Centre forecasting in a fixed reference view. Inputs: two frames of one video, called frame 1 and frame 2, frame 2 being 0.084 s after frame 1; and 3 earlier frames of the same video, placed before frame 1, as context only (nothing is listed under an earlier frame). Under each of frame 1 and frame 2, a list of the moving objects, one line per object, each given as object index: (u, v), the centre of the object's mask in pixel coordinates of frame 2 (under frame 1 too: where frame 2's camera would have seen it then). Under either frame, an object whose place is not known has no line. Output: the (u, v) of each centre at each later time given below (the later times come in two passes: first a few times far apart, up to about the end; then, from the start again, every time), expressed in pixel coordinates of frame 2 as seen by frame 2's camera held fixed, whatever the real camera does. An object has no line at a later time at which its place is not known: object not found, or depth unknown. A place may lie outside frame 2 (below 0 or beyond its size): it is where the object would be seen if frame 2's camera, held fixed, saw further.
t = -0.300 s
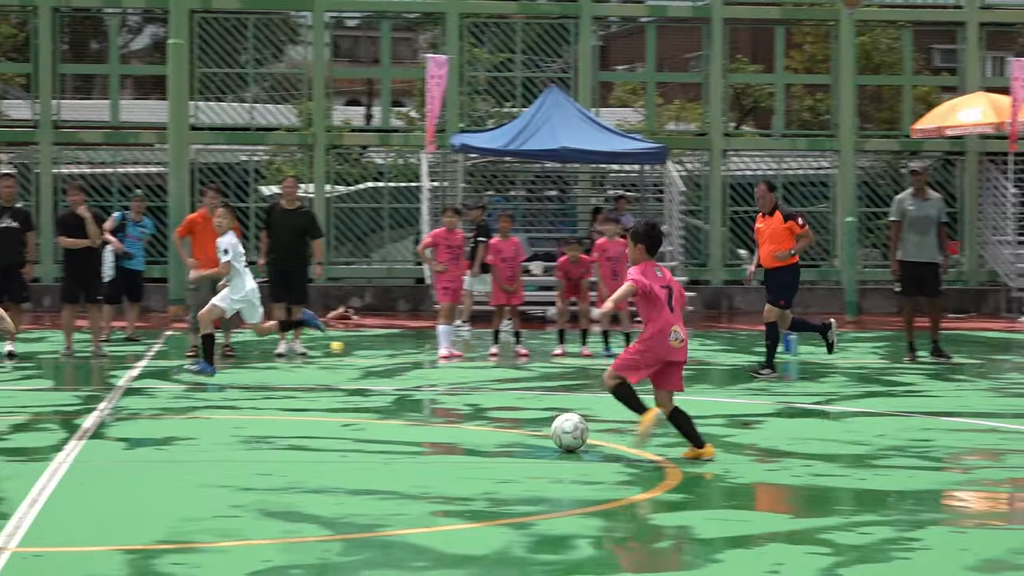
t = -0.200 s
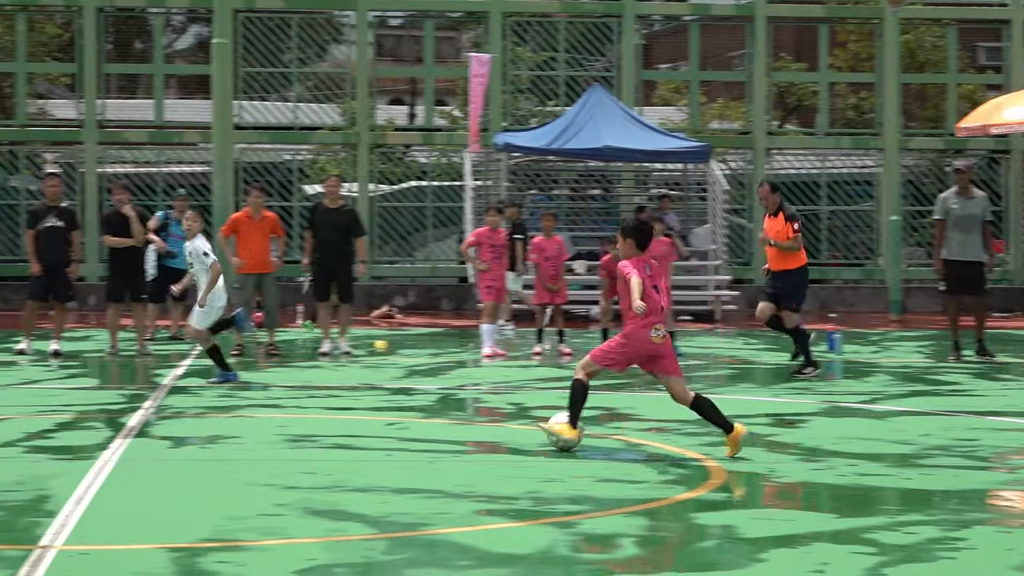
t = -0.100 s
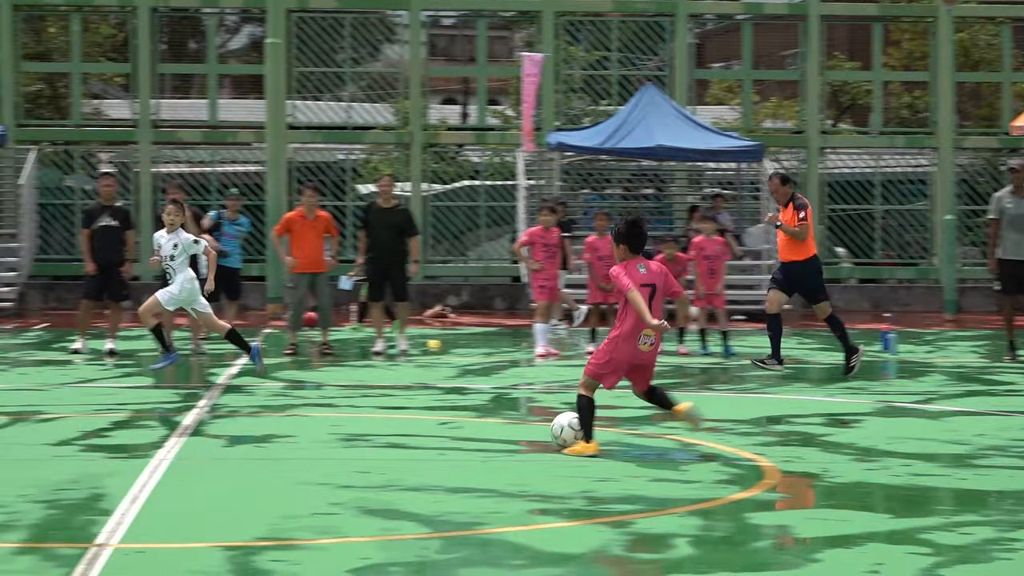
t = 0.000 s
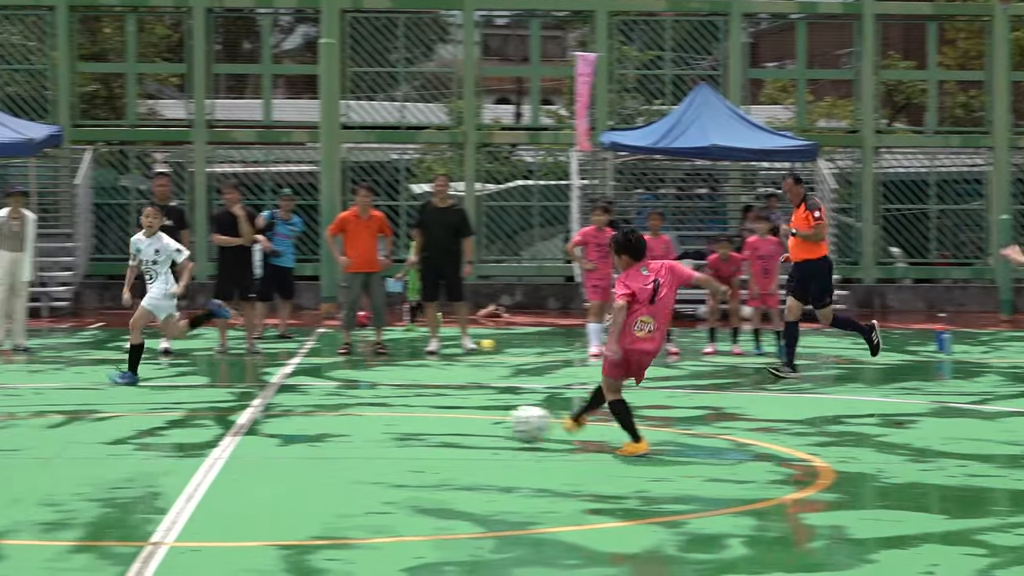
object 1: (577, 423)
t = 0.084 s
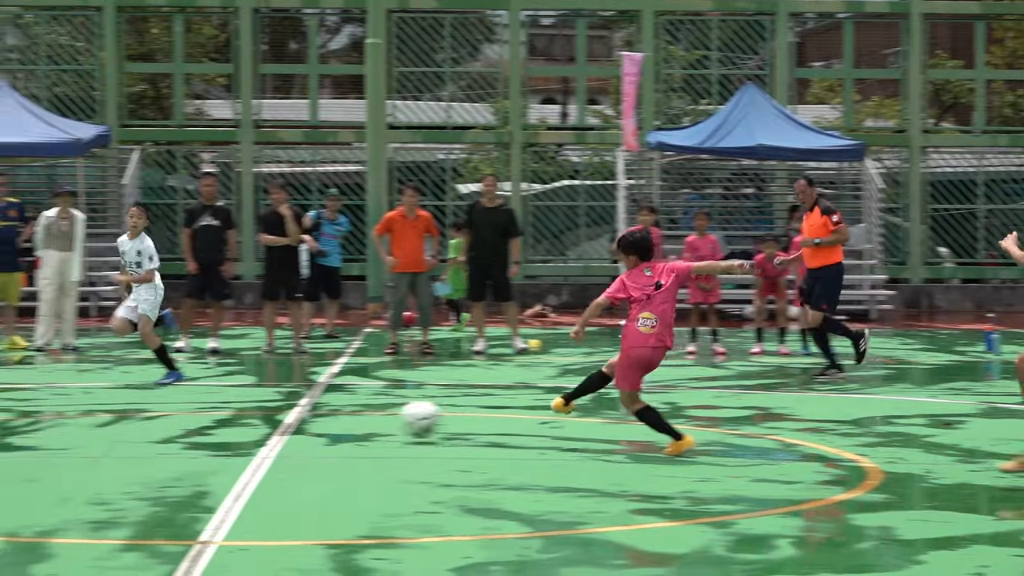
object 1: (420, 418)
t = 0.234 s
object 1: (165, 414)
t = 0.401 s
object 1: (-82, 405)
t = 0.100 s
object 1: (390, 419)
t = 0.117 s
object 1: (360, 419)
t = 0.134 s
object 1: (330, 421)
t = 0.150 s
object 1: (302, 418)
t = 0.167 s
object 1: (274, 418)
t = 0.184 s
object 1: (247, 416)
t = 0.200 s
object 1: (220, 415)
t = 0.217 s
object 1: (192, 415)
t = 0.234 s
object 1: (165, 414)
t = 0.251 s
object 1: (139, 413)
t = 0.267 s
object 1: (114, 411)
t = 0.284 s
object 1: (89, 410)
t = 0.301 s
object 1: (64, 409)
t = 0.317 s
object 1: (38, 408)
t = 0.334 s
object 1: (14, 408)
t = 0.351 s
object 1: (-12, 407)
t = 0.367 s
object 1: (-35, 407)
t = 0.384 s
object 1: (-59, 406)
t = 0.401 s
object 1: (-82, 405)
